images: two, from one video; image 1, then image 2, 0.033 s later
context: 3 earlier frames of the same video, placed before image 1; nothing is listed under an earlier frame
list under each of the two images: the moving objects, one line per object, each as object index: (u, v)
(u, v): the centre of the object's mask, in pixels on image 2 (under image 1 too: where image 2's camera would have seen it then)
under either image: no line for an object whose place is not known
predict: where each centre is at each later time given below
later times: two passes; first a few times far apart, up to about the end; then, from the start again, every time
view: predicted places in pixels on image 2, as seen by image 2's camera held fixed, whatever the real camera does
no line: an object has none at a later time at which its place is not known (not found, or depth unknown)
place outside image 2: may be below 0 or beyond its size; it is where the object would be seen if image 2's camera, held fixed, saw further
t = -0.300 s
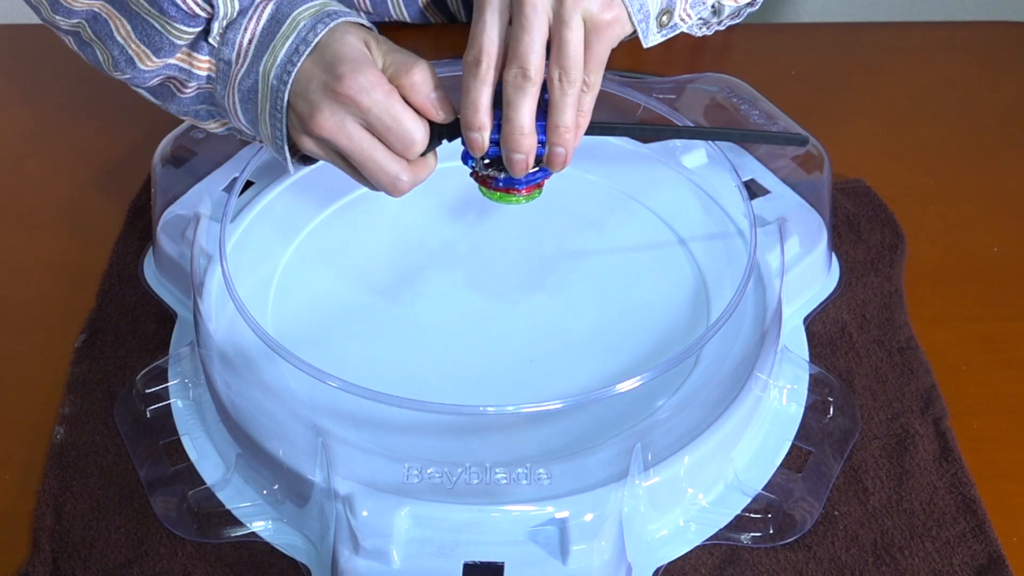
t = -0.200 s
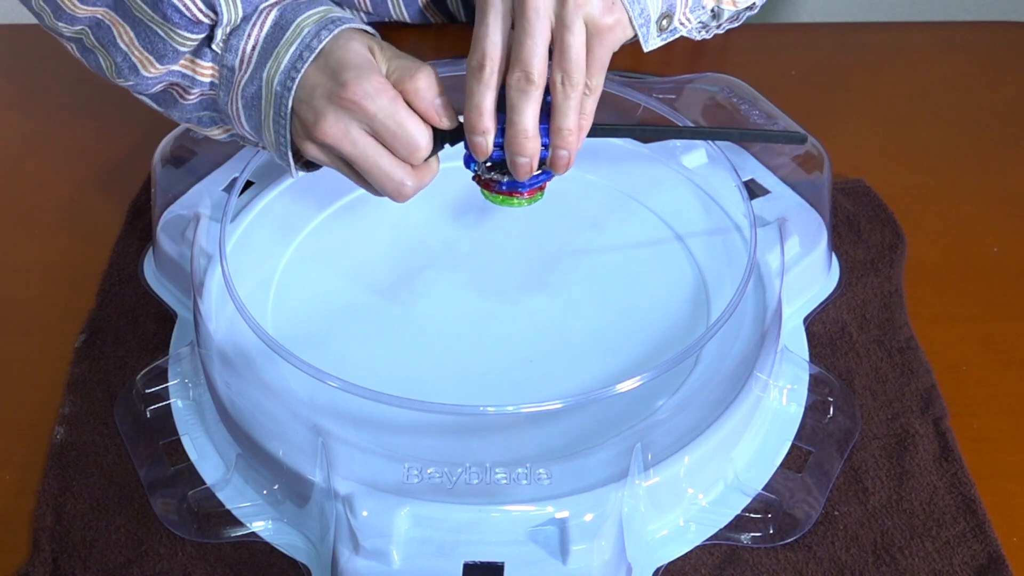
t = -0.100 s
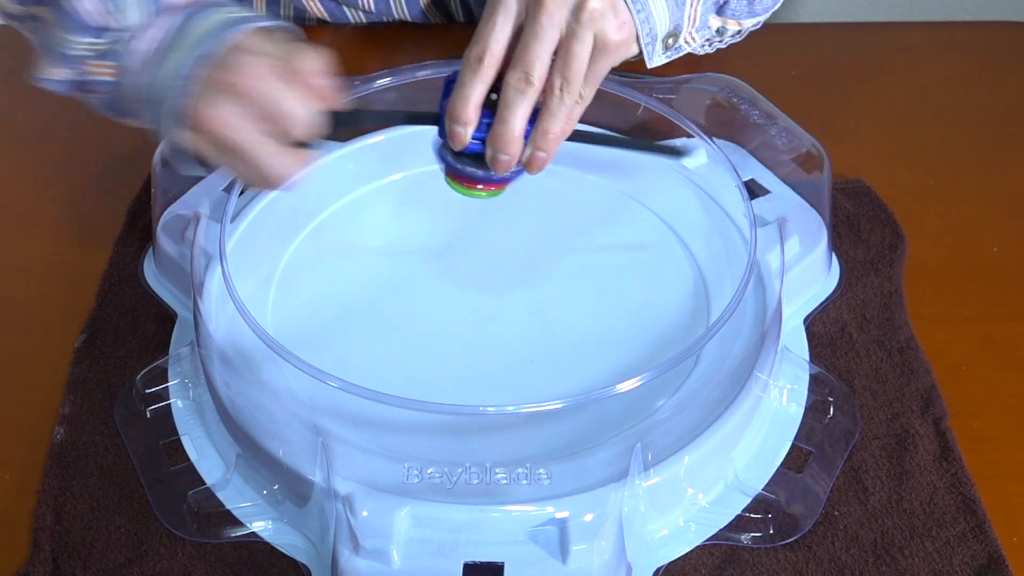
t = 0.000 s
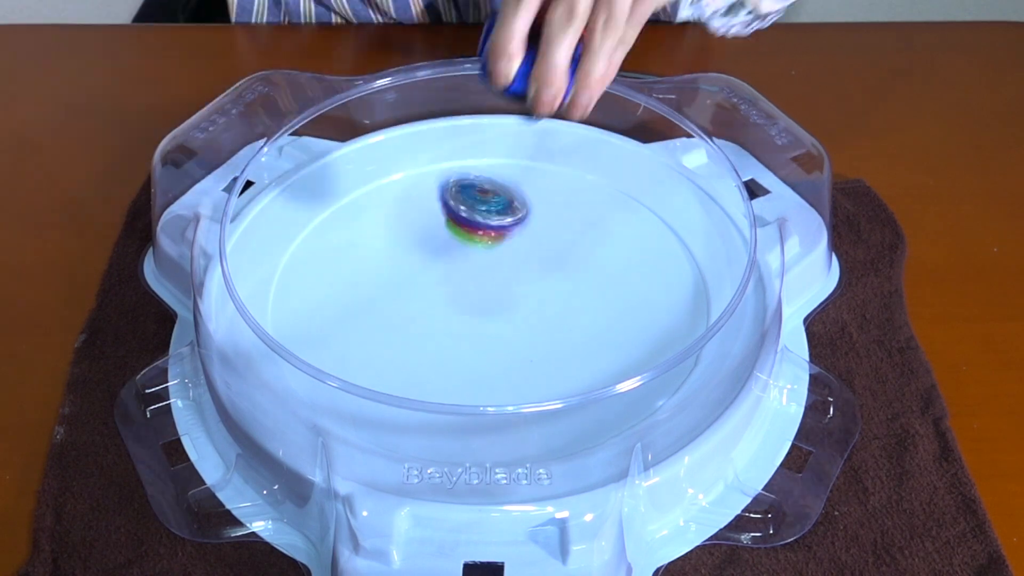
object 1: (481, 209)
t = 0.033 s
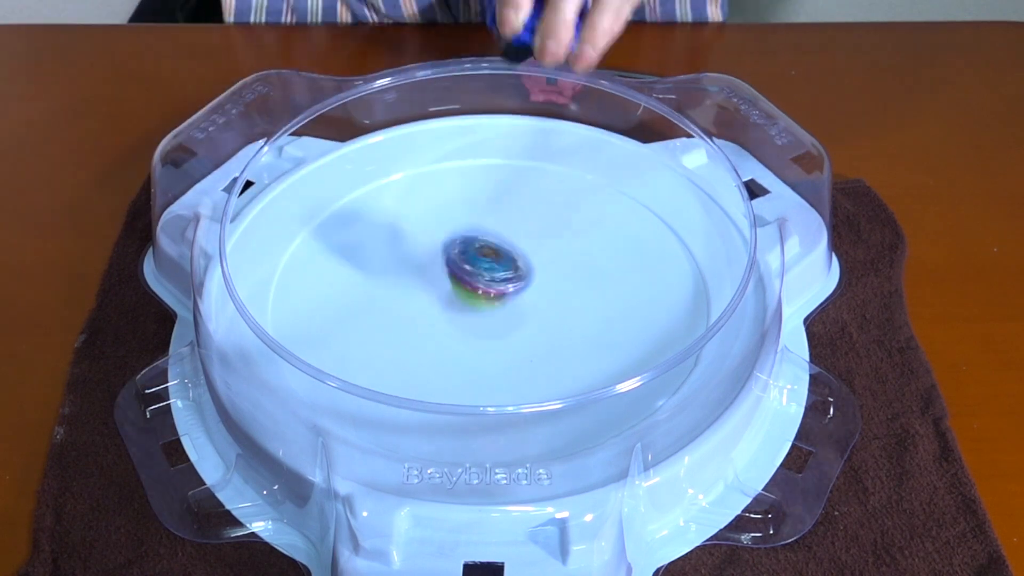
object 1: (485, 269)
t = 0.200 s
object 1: (478, 257)
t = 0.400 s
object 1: (479, 257)
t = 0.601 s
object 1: (460, 218)
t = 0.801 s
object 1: (421, 204)
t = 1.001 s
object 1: (377, 225)
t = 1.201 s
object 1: (417, 244)
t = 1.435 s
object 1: (519, 211)
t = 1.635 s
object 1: (525, 201)
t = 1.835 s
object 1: (464, 206)
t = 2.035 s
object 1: (454, 263)
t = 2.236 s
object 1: (552, 296)
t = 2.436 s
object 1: (615, 274)
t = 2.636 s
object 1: (586, 226)
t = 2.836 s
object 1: (502, 256)
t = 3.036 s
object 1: (539, 318)
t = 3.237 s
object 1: (631, 314)
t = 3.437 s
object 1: (574, 259)
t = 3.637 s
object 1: (459, 317)
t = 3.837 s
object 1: (553, 415)
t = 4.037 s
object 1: (602, 349)
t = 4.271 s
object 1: (447, 287)
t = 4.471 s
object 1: (367, 351)
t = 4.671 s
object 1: (451, 368)
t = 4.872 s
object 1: (454, 310)
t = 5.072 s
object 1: (373, 287)
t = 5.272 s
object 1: (402, 301)
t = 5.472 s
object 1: (465, 261)
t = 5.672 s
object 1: (420, 234)
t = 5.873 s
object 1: (433, 249)
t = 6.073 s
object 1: (513, 275)
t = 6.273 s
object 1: (549, 250)
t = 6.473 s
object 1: (460, 174)
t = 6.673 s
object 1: (344, 197)
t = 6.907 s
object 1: (411, 300)
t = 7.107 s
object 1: (495, 261)
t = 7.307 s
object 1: (471, 182)
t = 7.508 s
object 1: (429, 231)
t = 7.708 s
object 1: (486, 271)
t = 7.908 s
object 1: (518, 260)
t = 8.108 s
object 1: (545, 236)
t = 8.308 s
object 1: (552, 251)
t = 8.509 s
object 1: (511, 254)
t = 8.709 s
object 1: (564, 282)
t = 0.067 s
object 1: (486, 297)
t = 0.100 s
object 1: (484, 265)
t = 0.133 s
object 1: (482, 247)
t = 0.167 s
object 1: (480, 245)
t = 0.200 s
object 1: (478, 257)
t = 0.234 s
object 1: (477, 280)
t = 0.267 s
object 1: (479, 265)
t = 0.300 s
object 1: (480, 264)
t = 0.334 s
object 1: (481, 275)
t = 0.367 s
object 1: (481, 260)
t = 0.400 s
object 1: (479, 257)
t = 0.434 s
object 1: (478, 259)
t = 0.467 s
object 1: (476, 249)
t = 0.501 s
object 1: (475, 243)
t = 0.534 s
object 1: (470, 230)
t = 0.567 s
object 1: (465, 231)
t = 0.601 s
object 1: (460, 218)
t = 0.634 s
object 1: (456, 215)
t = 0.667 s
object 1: (450, 205)
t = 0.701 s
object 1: (445, 205)
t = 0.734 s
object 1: (438, 201)
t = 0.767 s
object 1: (430, 203)
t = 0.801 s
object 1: (421, 204)
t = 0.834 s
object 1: (411, 209)
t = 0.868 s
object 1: (403, 211)
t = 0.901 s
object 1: (393, 213)
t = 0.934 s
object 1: (387, 217)
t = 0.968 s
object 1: (381, 221)
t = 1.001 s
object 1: (377, 225)
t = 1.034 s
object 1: (376, 228)
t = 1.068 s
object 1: (378, 231)
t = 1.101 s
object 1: (384, 236)
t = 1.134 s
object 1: (392, 239)
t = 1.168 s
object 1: (402, 241)
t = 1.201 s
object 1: (417, 244)
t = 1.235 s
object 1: (433, 242)
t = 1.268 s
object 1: (451, 238)
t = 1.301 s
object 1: (471, 234)
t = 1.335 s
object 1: (487, 228)
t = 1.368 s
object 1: (502, 221)
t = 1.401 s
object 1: (513, 216)
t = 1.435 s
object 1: (519, 211)
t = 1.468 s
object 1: (524, 212)
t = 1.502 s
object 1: (526, 208)
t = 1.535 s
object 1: (528, 209)
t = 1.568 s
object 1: (528, 207)
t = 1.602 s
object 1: (527, 204)
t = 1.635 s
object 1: (525, 201)
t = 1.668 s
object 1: (520, 198)
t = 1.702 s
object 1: (512, 195)
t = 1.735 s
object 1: (500, 197)
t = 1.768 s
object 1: (488, 199)
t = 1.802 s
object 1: (478, 204)
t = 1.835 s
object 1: (464, 206)
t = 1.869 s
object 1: (452, 217)
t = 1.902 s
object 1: (444, 226)
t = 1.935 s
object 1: (442, 237)
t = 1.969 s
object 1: (443, 248)
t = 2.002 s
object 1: (448, 253)
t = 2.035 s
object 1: (454, 263)
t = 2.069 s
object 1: (468, 273)
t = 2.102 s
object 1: (487, 281)
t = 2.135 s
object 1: (506, 293)
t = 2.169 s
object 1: (525, 292)
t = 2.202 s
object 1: (541, 296)
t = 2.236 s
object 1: (552, 296)
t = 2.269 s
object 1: (560, 296)
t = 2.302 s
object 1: (570, 295)
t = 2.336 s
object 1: (580, 292)
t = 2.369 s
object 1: (591, 289)
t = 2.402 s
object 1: (604, 283)
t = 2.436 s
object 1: (615, 274)
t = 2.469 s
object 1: (619, 264)
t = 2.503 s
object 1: (618, 255)
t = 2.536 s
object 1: (613, 248)
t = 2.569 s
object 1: (607, 241)
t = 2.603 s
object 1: (599, 231)
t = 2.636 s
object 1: (586, 226)
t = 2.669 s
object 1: (569, 223)
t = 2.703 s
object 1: (552, 224)
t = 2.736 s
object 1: (537, 229)
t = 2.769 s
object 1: (522, 237)
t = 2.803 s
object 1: (511, 246)
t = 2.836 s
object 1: (502, 256)
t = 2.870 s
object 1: (492, 268)
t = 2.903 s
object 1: (487, 276)
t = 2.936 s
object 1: (490, 288)
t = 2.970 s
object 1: (505, 297)
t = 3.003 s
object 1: (521, 307)
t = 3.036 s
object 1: (539, 318)
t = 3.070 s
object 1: (557, 328)
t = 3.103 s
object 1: (573, 332)
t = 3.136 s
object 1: (592, 332)
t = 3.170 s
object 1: (608, 329)
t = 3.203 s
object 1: (621, 322)
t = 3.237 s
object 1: (631, 314)
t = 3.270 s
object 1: (637, 301)
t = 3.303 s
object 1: (636, 289)
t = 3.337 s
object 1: (630, 277)
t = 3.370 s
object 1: (616, 268)
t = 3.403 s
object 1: (595, 261)
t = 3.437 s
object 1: (574, 259)
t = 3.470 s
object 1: (553, 262)
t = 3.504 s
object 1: (529, 268)
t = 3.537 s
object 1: (506, 278)
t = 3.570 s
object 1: (486, 290)
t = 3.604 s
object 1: (470, 303)
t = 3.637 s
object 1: (459, 317)
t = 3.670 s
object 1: (451, 330)
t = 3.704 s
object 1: (471, 354)
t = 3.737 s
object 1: (495, 381)
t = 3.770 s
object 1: (515, 405)
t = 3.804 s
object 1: (535, 421)
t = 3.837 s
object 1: (553, 415)
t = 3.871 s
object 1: (571, 409)
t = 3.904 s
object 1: (586, 407)
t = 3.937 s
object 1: (596, 390)
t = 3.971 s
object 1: (607, 380)
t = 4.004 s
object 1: (605, 360)
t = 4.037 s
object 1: (602, 349)
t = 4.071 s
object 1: (588, 335)
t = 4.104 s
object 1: (570, 322)
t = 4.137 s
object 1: (550, 313)
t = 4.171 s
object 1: (527, 305)
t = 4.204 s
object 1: (500, 299)
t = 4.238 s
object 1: (472, 293)
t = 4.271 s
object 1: (447, 287)
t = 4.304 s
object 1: (421, 285)
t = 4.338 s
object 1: (399, 289)
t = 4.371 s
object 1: (382, 307)
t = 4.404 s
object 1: (370, 325)
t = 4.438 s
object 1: (365, 341)
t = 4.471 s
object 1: (367, 351)
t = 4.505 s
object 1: (378, 358)
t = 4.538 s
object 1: (388, 365)
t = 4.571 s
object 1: (403, 370)
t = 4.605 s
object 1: (419, 371)
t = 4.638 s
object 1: (436, 370)
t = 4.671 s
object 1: (451, 368)
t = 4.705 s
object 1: (461, 364)
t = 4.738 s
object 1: (467, 355)
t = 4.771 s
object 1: (468, 344)
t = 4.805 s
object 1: (465, 331)
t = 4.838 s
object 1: (462, 321)
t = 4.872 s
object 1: (454, 310)
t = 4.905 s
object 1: (443, 300)
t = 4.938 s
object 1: (430, 290)
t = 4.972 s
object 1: (415, 282)
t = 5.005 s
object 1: (400, 279)
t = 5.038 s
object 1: (386, 282)
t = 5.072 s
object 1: (373, 287)
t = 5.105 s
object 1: (365, 291)
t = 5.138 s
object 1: (361, 294)
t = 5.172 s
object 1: (361, 297)
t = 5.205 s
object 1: (368, 300)
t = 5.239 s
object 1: (382, 301)
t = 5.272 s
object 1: (402, 301)
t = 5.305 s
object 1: (420, 298)
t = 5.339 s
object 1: (435, 294)
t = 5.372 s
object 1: (447, 289)
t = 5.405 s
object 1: (456, 281)
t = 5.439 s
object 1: (463, 271)
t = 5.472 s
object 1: (465, 261)
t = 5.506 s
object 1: (464, 250)
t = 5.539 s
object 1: (459, 242)
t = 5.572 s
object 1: (452, 235)
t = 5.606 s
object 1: (442, 232)
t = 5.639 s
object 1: (430, 233)
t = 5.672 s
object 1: (420, 234)
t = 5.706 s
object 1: (411, 231)
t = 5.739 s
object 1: (408, 229)
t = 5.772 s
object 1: (407, 229)
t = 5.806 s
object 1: (412, 232)
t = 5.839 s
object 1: (421, 240)
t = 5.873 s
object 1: (433, 249)
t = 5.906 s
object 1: (445, 261)
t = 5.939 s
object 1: (455, 268)
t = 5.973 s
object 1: (467, 272)
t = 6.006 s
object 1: (481, 277)
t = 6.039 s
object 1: (497, 278)
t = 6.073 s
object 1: (513, 275)
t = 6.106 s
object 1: (529, 273)
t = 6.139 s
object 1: (539, 268)
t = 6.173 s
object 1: (545, 263)
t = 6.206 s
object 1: (548, 259)
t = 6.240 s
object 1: (548, 254)
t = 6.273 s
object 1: (549, 250)
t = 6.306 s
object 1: (546, 244)
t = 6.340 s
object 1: (543, 236)
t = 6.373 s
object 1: (538, 230)
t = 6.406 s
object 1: (520, 214)
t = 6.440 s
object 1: (490, 192)
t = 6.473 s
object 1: (460, 174)
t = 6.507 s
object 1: (434, 164)
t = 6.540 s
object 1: (409, 160)
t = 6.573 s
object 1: (388, 161)
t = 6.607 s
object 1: (372, 172)
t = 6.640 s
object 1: (354, 184)
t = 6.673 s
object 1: (344, 197)
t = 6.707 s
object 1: (338, 215)
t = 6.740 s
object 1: (337, 233)
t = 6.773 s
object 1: (342, 252)
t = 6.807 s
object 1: (354, 271)
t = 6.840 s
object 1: (372, 288)
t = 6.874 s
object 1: (391, 297)
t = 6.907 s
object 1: (411, 300)
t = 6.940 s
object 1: (434, 303)
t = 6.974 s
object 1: (455, 305)
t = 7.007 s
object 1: (474, 304)
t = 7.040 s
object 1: (488, 301)
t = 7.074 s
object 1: (497, 292)
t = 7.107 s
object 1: (495, 261)
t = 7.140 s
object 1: (492, 234)
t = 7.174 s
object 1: (490, 209)
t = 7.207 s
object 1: (487, 191)
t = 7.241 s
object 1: (484, 181)
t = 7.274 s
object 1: (478, 178)
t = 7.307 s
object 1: (471, 182)
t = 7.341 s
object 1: (458, 189)
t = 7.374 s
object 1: (445, 197)
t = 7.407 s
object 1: (435, 205)
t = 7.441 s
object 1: (430, 216)
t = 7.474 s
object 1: (427, 225)
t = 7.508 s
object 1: (429, 231)
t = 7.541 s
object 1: (437, 236)
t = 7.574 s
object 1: (449, 241)
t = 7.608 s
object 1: (459, 250)
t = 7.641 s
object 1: (470, 260)
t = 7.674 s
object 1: (480, 268)
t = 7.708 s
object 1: (486, 271)
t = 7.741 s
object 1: (492, 271)
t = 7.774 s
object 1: (500, 269)
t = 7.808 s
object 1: (508, 269)
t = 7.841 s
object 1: (515, 268)
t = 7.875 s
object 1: (518, 263)
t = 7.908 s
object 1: (518, 260)
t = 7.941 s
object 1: (520, 254)
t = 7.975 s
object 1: (522, 250)
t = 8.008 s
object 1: (526, 245)
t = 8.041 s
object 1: (530, 243)
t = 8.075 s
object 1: (537, 241)
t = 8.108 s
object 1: (545, 236)
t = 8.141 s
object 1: (554, 232)
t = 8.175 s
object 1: (561, 231)
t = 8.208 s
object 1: (564, 235)
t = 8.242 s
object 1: (566, 240)
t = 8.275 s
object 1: (560, 247)
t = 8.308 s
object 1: (552, 251)
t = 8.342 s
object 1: (541, 253)
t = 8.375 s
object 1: (531, 253)
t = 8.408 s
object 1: (521, 254)
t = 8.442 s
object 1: (514, 254)
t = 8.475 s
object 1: (511, 253)
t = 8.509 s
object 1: (511, 254)
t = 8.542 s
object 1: (514, 257)
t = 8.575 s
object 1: (516, 261)
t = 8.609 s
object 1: (516, 270)
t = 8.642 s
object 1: (512, 280)
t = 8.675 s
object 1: (537, 282)
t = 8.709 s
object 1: (564, 282)
